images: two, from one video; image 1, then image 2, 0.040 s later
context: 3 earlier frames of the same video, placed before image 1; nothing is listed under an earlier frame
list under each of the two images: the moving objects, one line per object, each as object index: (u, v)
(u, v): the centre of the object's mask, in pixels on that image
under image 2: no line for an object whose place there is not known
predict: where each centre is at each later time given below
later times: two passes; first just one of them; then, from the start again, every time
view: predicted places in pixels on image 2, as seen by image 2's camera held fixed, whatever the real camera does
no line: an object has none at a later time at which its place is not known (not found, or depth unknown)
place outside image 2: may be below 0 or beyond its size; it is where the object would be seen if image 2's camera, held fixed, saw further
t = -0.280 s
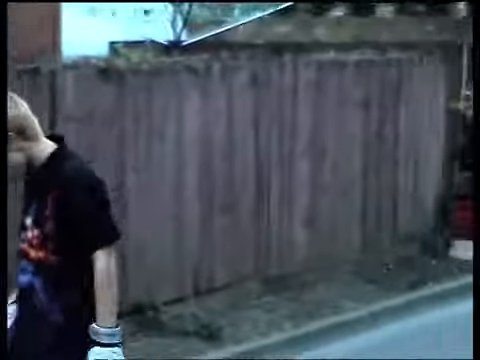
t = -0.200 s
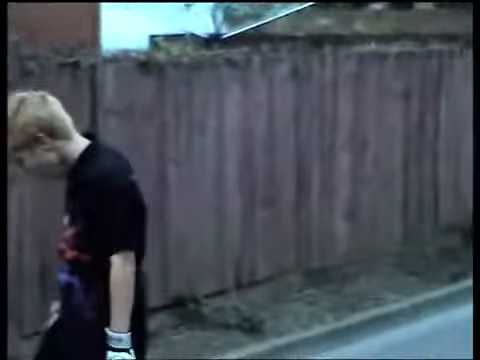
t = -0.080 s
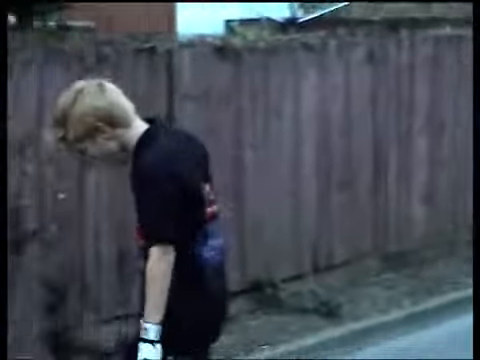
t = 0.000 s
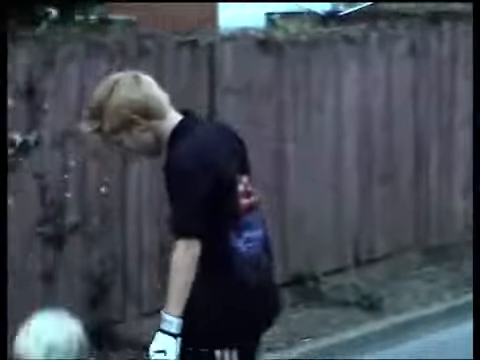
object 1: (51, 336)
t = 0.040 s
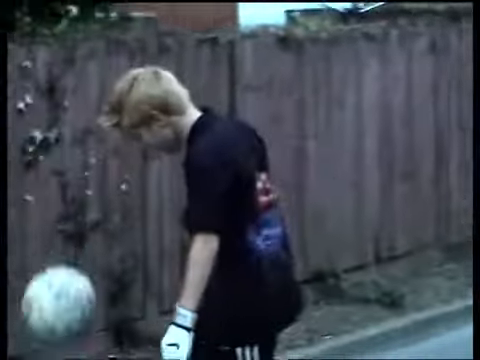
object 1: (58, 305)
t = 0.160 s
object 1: (19, 210)
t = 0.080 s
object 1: (47, 266)
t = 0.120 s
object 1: (33, 237)
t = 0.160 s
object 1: (19, 210)
